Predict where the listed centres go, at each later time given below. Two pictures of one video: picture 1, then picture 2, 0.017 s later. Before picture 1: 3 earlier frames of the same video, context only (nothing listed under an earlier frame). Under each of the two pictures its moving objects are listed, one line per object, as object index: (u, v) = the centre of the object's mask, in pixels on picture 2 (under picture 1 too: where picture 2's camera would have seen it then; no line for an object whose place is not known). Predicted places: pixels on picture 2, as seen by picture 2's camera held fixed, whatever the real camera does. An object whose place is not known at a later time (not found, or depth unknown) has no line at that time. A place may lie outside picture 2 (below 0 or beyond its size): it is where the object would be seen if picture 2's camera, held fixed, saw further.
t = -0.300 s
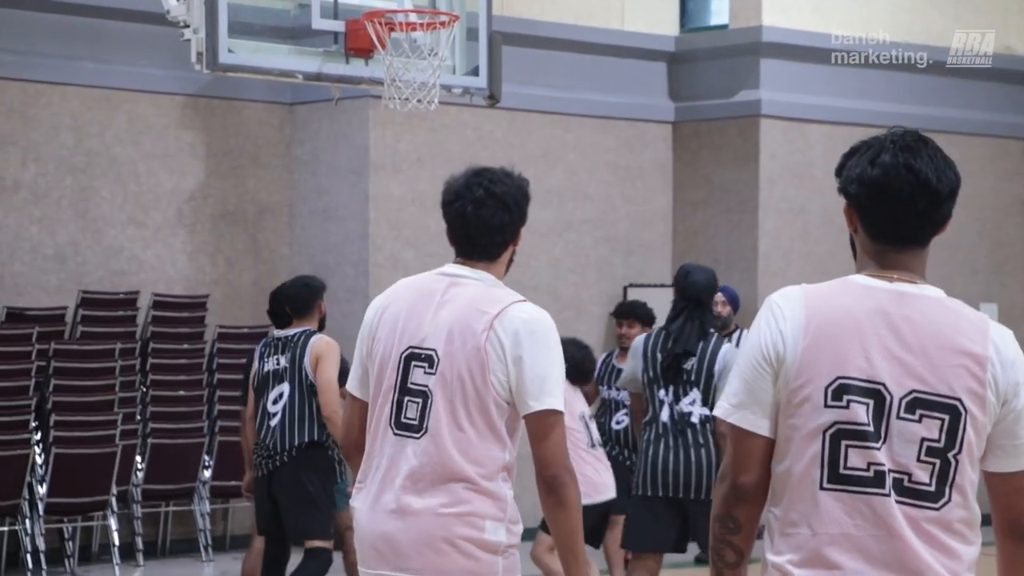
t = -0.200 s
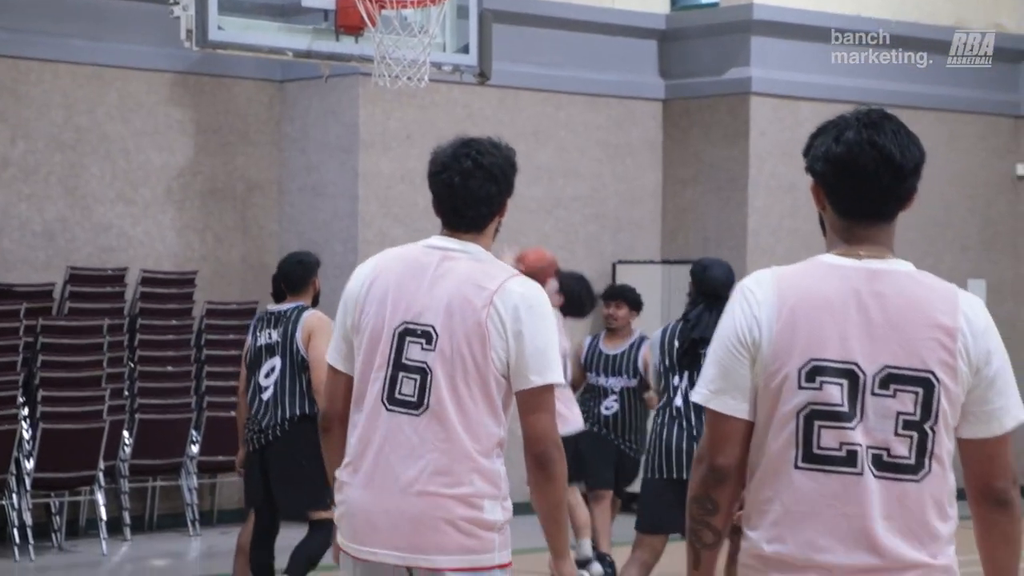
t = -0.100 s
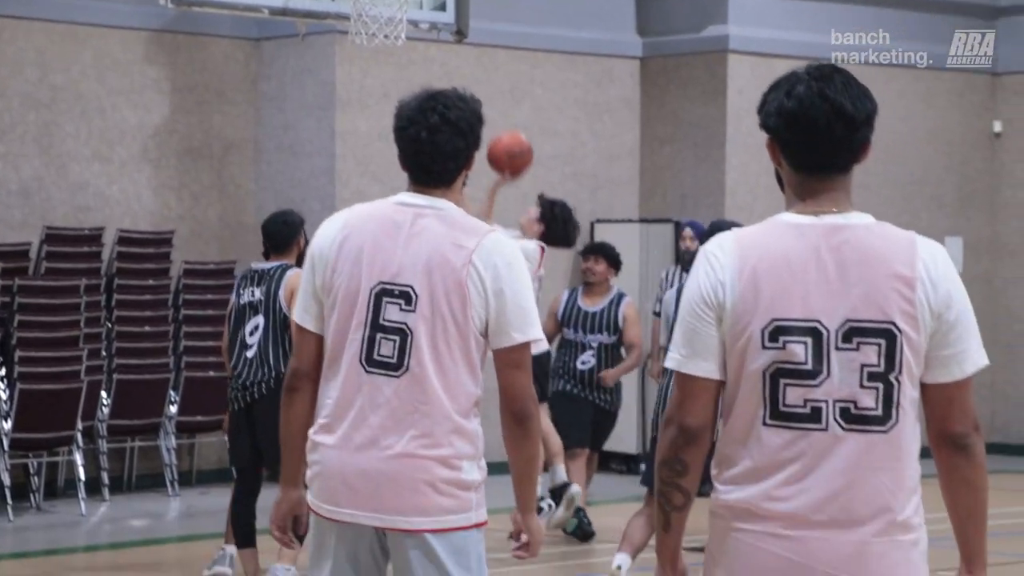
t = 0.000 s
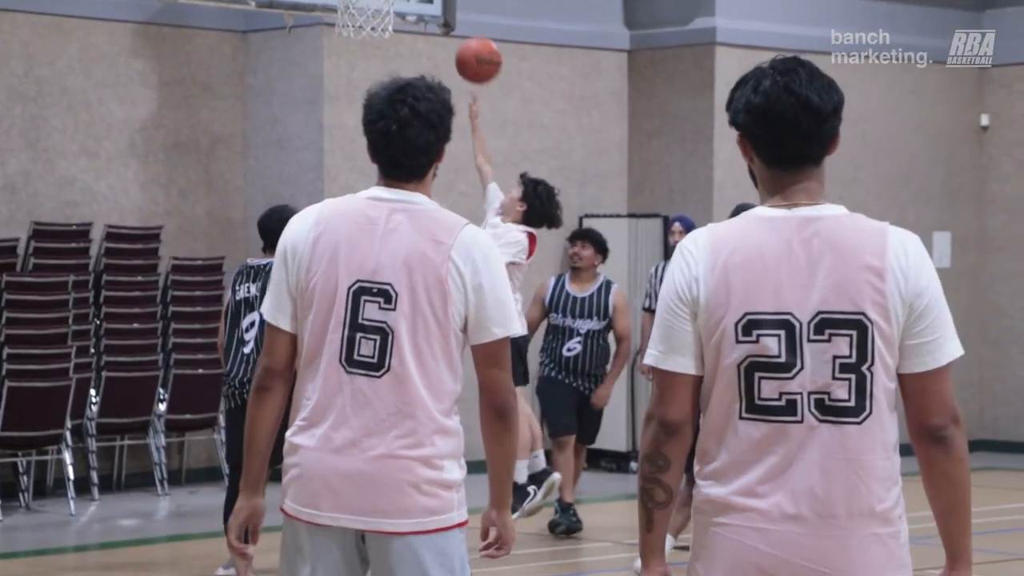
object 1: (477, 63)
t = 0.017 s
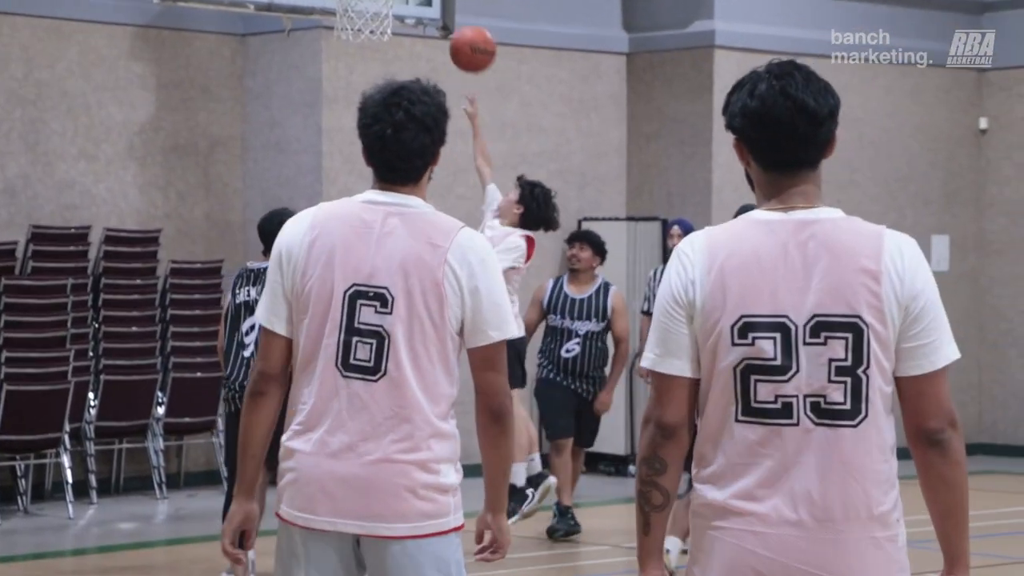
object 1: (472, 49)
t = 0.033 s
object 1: (468, 35)
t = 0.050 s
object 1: (463, 22)
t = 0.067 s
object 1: (458, 10)
